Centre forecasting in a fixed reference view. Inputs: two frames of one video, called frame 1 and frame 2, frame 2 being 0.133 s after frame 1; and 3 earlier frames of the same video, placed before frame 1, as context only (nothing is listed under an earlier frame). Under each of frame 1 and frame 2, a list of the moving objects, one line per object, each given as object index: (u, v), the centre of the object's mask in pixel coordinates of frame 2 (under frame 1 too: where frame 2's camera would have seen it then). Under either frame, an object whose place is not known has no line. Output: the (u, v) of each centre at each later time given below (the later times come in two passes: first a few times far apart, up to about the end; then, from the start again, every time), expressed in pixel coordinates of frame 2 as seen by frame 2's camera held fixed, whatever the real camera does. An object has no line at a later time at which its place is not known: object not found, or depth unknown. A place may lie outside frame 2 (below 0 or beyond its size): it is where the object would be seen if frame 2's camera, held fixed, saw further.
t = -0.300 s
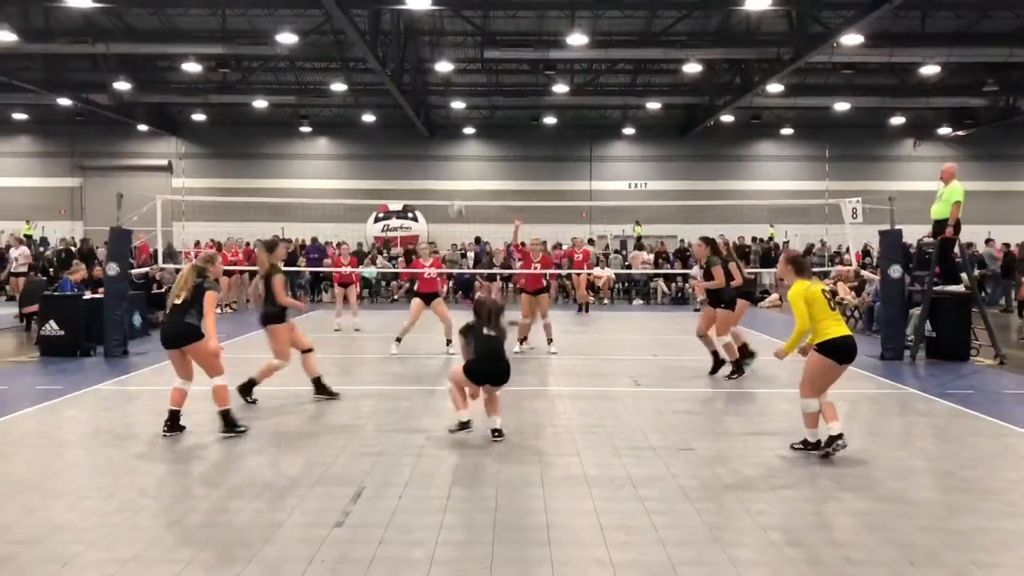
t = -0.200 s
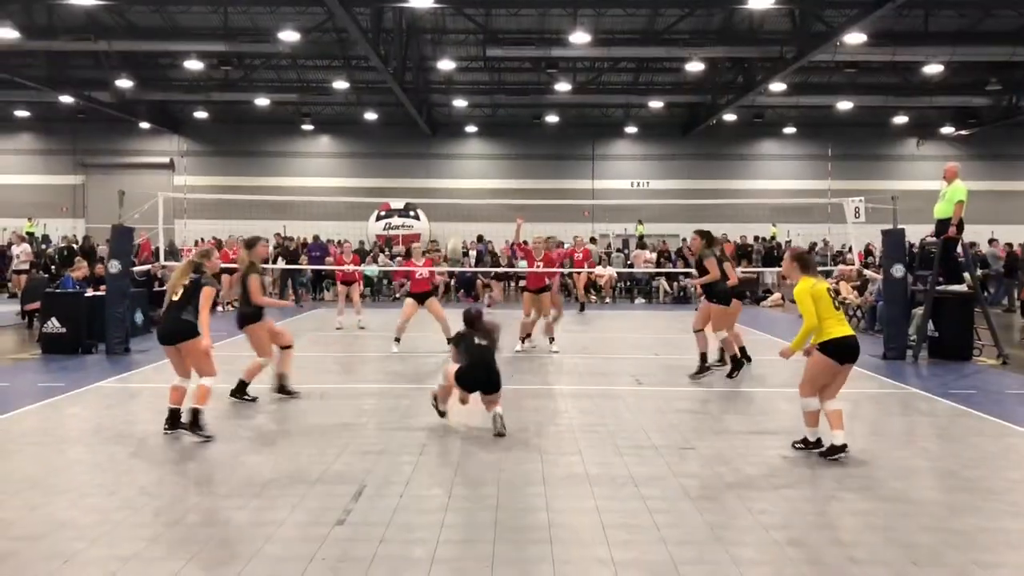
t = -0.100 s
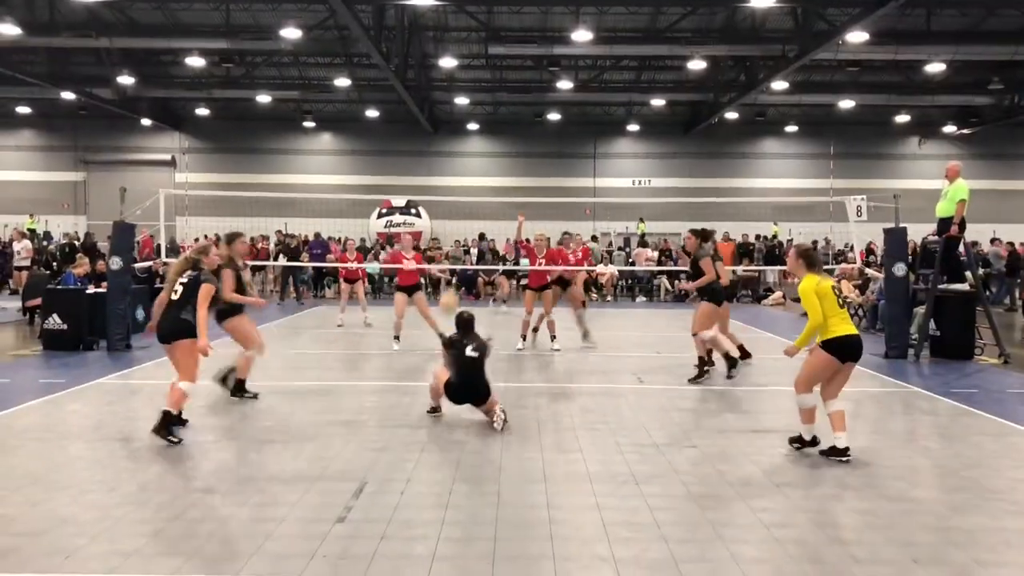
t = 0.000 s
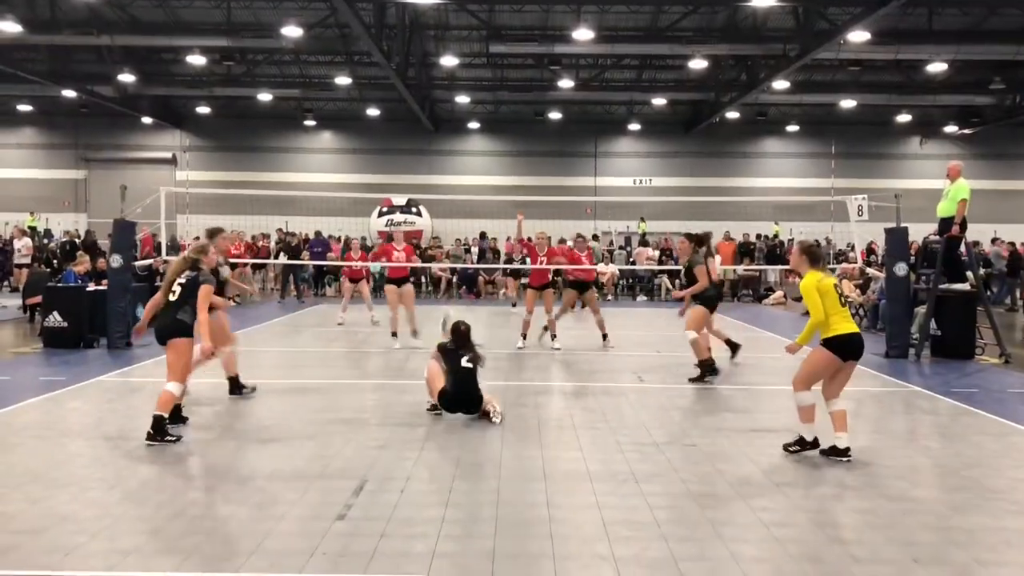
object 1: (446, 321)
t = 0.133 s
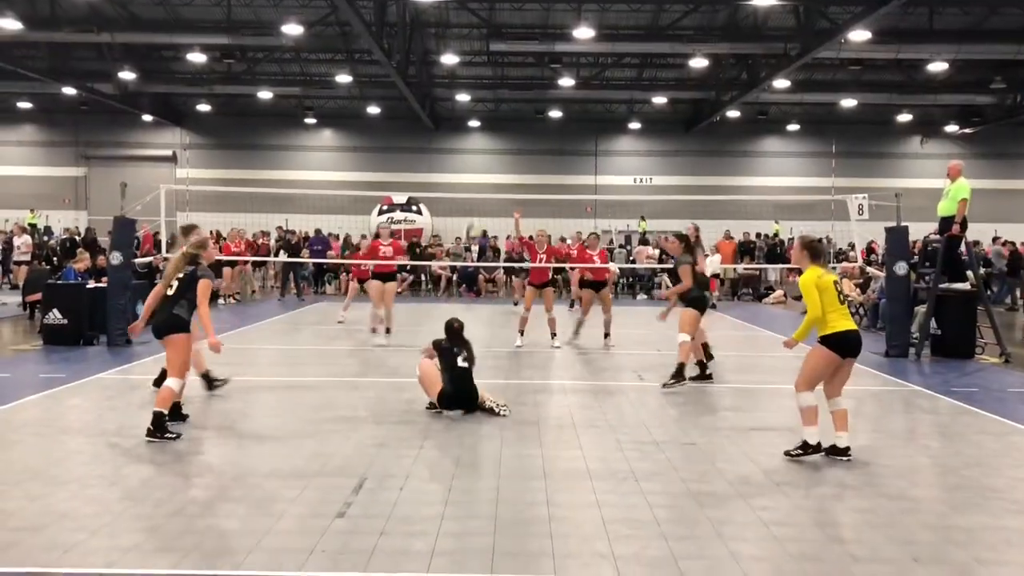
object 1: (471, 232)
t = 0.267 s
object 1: (496, 162)
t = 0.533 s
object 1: (537, 88)
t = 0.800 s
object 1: (574, 80)
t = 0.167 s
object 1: (479, 215)
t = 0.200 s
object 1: (483, 194)
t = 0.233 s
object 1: (490, 180)
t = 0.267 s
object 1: (496, 162)
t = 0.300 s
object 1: (501, 149)
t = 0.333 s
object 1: (506, 137)
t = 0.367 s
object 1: (511, 126)
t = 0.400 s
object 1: (516, 116)
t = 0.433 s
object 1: (521, 108)
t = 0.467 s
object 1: (526, 100)
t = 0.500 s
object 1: (531, 93)
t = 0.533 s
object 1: (537, 88)
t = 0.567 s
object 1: (542, 83)
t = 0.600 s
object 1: (546, 80)
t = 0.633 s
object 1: (551, 77)
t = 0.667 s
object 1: (556, 76)
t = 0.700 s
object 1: (560, 75)
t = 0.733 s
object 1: (564, 77)
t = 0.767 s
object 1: (569, 78)
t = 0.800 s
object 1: (574, 80)
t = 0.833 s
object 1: (579, 84)
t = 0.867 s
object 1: (582, 87)
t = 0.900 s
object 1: (586, 93)
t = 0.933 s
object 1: (590, 98)
